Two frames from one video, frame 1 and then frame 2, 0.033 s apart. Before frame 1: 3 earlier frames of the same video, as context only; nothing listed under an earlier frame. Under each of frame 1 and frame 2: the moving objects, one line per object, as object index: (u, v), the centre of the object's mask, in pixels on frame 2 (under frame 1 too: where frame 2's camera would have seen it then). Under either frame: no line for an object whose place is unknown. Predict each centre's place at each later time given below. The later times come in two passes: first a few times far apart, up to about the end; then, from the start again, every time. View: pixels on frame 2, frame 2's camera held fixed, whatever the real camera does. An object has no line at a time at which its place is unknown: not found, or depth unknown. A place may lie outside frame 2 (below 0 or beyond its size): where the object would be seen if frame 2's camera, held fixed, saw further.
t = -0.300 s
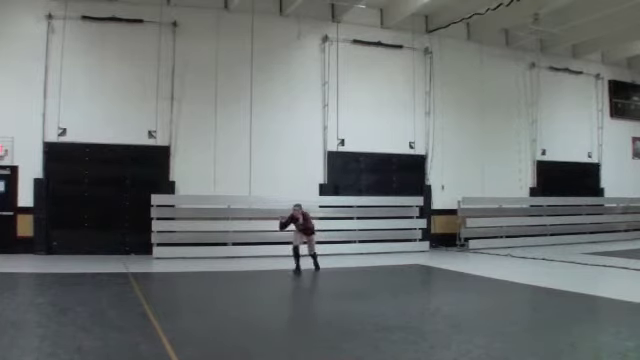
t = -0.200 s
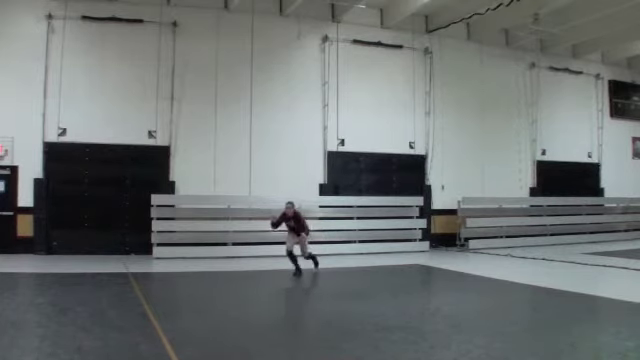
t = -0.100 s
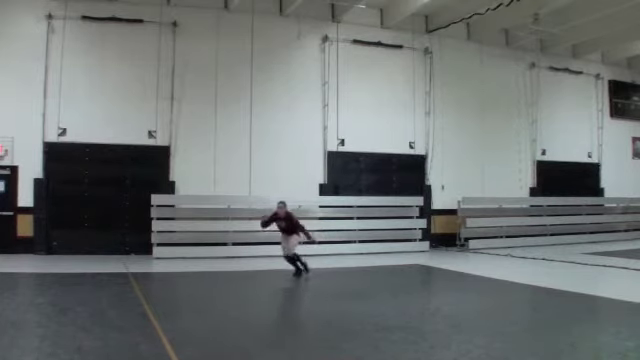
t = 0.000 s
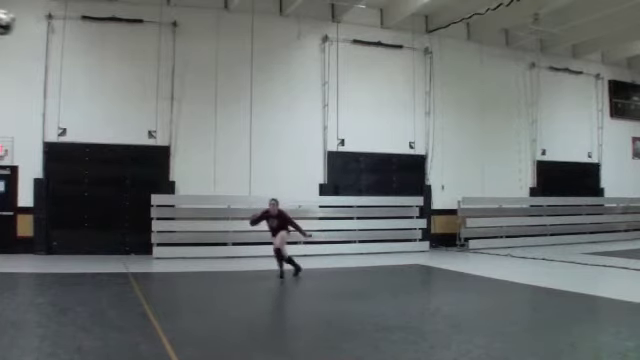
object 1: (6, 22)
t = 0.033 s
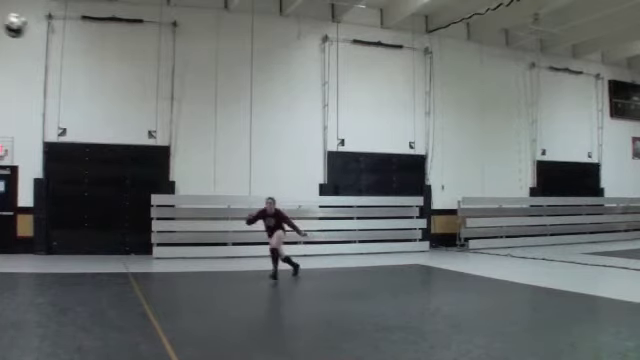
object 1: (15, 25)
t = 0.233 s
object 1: (72, 61)
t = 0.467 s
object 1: (115, 128)
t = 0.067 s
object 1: (26, 29)
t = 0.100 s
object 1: (37, 35)
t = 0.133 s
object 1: (47, 41)
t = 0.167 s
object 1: (55, 47)
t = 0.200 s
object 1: (64, 54)
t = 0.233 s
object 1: (72, 61)
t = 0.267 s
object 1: (79, 70)
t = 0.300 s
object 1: (86, 78)
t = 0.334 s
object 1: (93, 88)
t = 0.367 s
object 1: (99, 97)
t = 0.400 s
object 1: (105, 107)
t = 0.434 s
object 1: (110, 118)
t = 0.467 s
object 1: (115, 128)
